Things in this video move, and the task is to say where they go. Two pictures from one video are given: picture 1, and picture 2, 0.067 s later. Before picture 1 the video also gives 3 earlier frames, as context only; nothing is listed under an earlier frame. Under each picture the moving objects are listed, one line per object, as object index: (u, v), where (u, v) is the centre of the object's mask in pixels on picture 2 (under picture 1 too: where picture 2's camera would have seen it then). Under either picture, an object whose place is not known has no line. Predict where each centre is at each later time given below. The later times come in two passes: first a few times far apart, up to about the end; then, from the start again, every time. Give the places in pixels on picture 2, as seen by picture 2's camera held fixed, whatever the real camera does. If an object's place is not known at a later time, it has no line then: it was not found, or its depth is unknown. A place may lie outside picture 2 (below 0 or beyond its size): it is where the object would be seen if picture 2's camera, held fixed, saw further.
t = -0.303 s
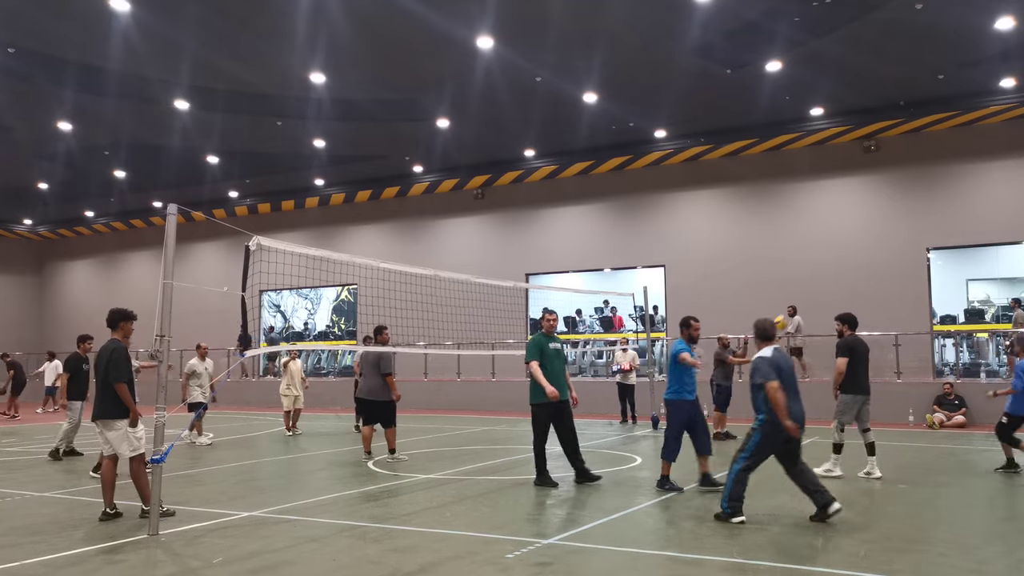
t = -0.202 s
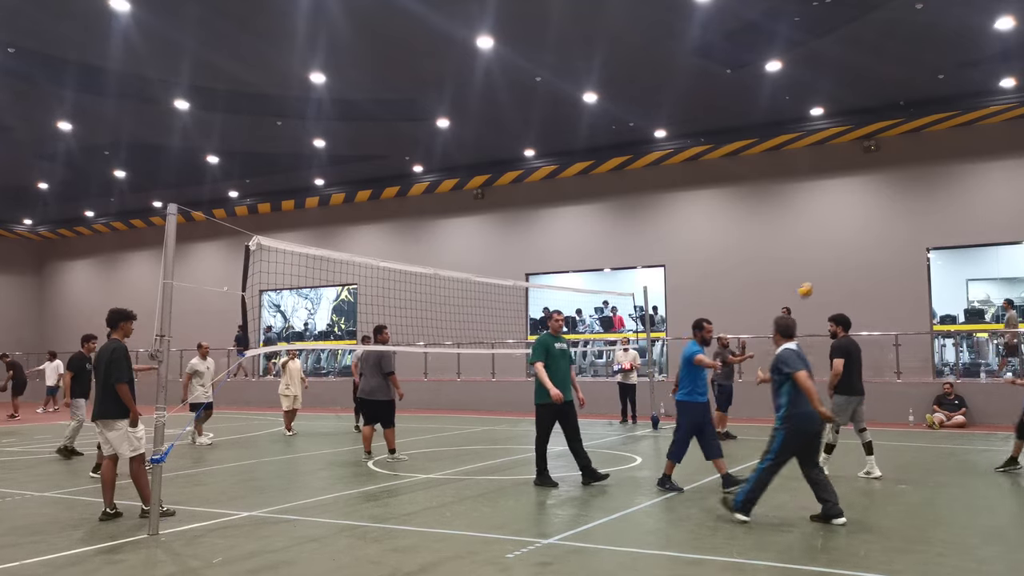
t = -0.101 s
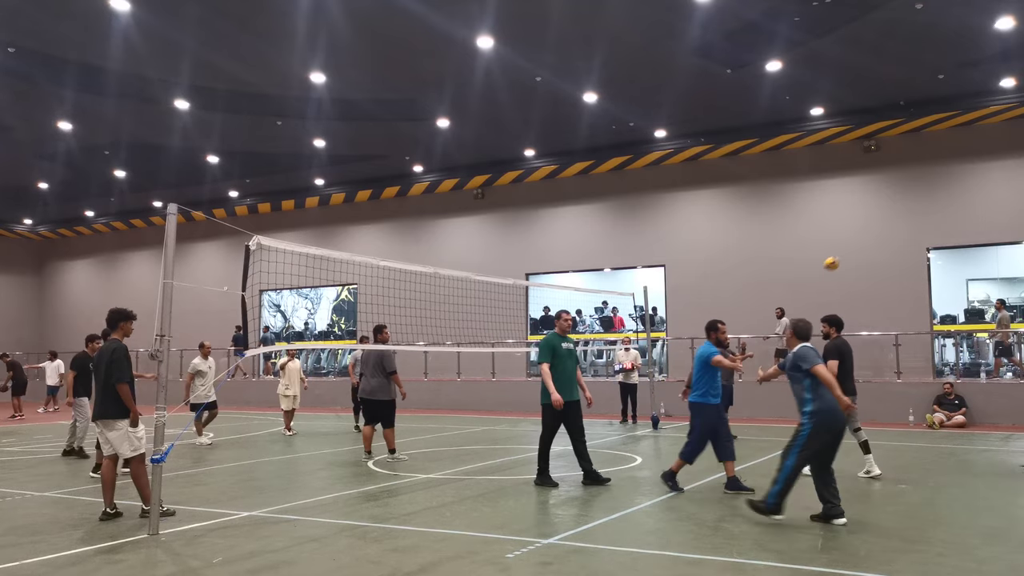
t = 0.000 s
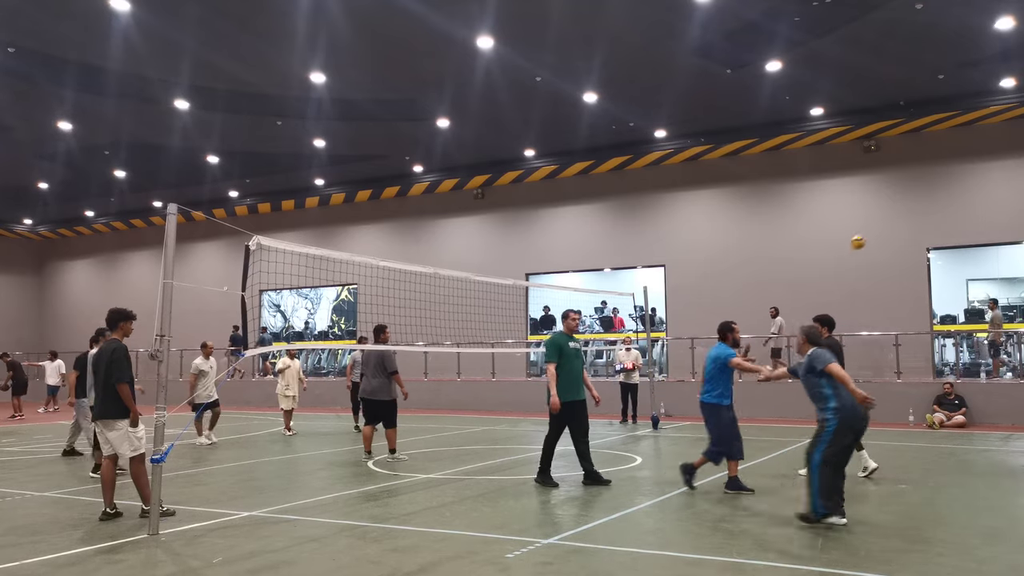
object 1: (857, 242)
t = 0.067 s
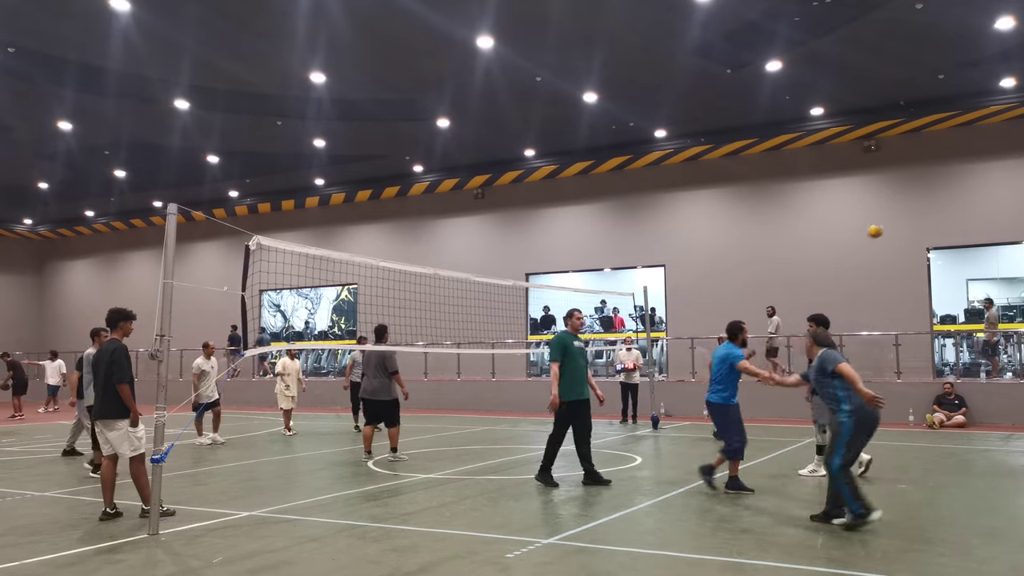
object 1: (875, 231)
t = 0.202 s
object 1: (911, 216)
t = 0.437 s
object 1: (978, 217)
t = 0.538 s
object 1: (1010, 229)
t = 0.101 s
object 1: (884, 226)
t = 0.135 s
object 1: (893, 222)
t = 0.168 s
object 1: (901, 219)
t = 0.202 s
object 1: (911, 216)
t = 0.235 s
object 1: (921, 214)
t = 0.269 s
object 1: (930, 213)
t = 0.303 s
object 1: (939, 212)
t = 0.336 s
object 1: (949, 212)
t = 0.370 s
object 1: (959, 213)
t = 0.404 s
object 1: (968, 215)
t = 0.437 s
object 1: (978, 217)
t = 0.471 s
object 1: (988, 220)
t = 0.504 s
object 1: (999, 224)
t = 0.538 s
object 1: (1010, 229)
